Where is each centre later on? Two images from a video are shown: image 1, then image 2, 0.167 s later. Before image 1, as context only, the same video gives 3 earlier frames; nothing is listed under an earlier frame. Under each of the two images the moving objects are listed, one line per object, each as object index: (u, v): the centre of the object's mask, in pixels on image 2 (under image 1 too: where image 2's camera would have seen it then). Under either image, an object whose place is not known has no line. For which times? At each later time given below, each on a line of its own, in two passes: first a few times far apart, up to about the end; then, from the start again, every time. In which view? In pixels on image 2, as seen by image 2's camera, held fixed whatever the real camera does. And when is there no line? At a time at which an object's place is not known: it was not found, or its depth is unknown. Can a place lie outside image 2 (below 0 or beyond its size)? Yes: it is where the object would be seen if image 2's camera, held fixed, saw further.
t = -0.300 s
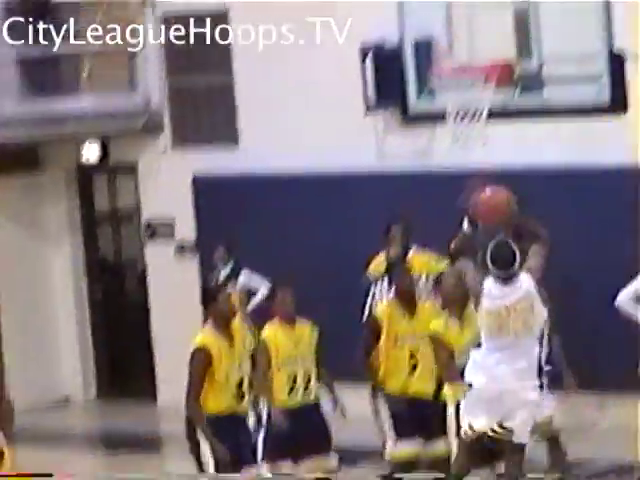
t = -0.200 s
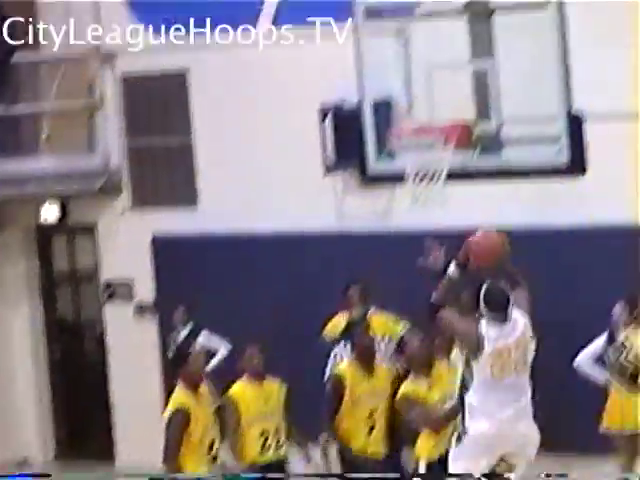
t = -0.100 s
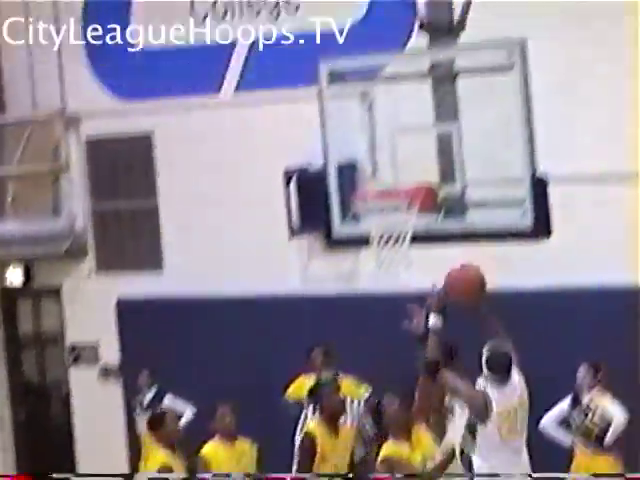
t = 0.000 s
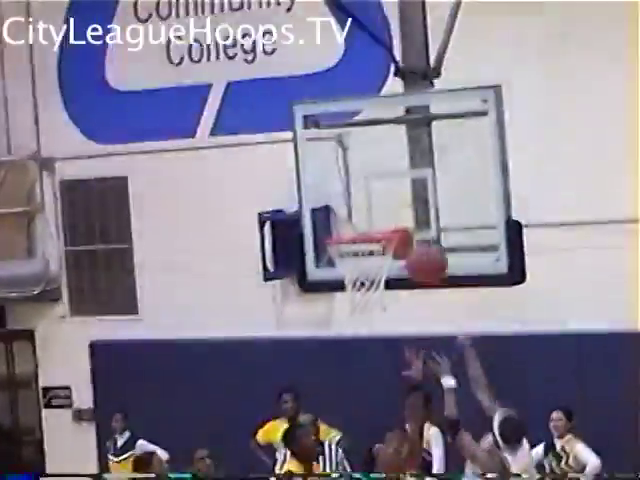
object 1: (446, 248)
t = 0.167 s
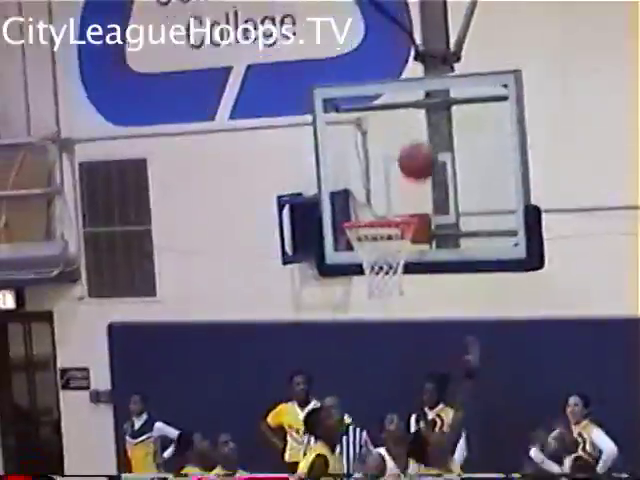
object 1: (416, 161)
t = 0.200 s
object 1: (412, 150)
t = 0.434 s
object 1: (384, 125)
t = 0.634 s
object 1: (367, 171)
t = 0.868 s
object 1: (383, 150)
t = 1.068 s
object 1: (410, 116)
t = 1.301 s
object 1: (416, 144)
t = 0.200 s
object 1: (412, 150)
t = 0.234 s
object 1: (408, 140)
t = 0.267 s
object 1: (404, 133)
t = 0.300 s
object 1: (400, 129)
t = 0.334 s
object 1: (396, 126)
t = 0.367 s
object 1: (392, 124)
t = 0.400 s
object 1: (388, 124)
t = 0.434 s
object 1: (384, 125)
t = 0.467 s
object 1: (381, 130)
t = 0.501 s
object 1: (377, 134)
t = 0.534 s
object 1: (375, 141)
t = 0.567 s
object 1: (372, 150)
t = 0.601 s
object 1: (370, 160)
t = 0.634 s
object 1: (367, 171)
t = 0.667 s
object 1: (365, 185)
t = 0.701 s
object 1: (362, 198)
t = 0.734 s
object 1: (361, 206)
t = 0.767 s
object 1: (366, 191)
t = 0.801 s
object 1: (372, 175)
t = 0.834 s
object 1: (377, 162)
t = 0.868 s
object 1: (383, 150)
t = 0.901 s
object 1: (388, 141)
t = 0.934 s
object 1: (394, 133)
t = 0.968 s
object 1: (399, 127)
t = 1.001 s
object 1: (405, 122)
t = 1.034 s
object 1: (409, 119)
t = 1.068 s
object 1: (410, 116)
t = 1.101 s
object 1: (411, 116)
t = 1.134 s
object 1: (411, 116)
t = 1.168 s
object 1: (412, 118)
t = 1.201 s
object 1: (413, 122)
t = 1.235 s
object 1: (414, 128)
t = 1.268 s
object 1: (414, 136)
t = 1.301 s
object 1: (416, 144)
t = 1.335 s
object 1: (417, 155)
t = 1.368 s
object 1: (420, 166)
